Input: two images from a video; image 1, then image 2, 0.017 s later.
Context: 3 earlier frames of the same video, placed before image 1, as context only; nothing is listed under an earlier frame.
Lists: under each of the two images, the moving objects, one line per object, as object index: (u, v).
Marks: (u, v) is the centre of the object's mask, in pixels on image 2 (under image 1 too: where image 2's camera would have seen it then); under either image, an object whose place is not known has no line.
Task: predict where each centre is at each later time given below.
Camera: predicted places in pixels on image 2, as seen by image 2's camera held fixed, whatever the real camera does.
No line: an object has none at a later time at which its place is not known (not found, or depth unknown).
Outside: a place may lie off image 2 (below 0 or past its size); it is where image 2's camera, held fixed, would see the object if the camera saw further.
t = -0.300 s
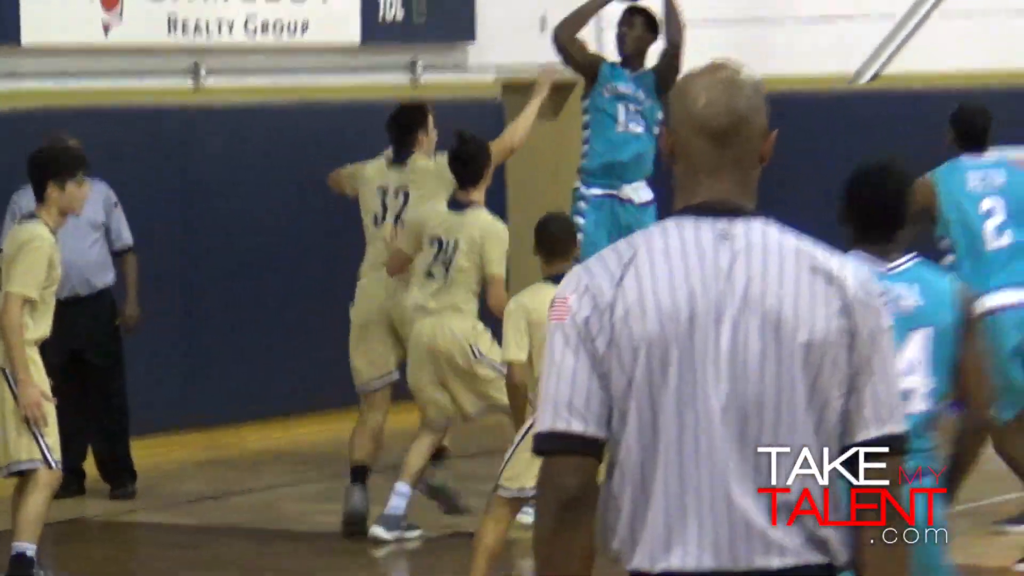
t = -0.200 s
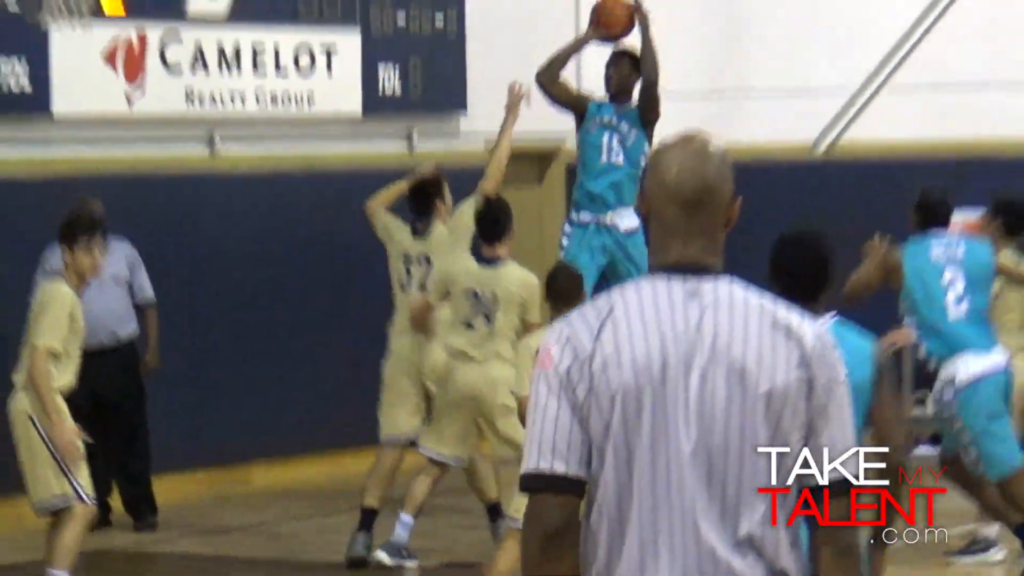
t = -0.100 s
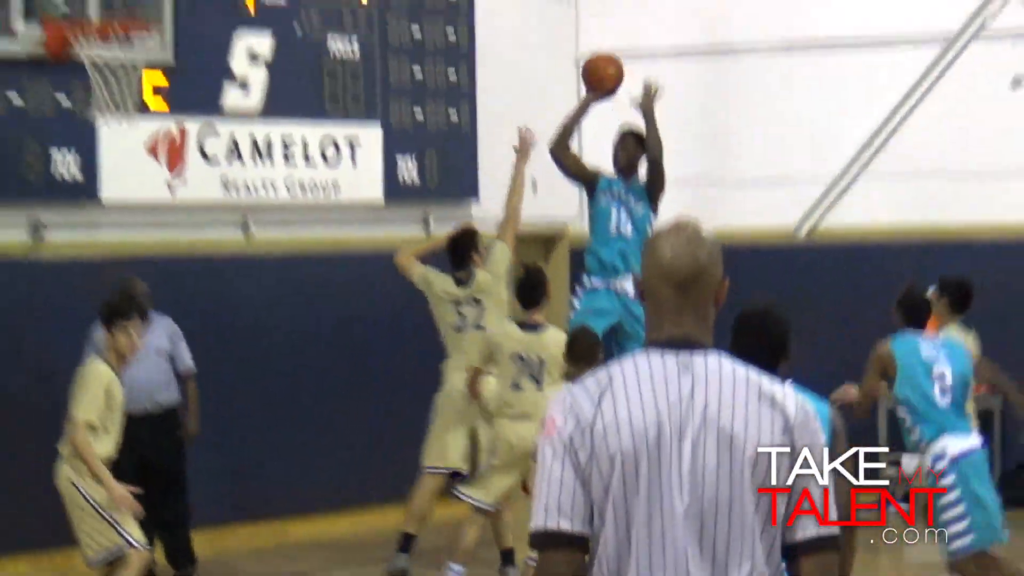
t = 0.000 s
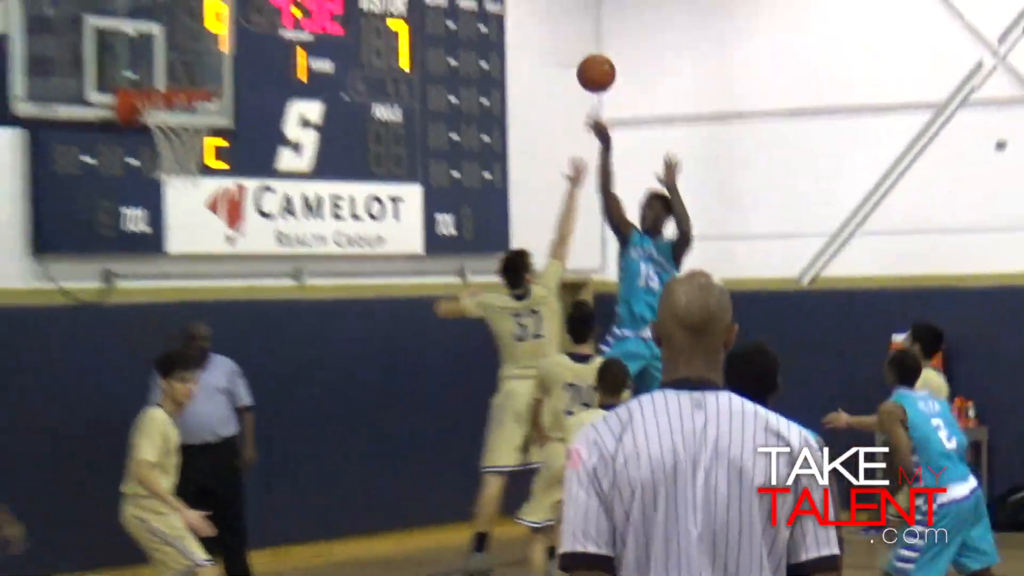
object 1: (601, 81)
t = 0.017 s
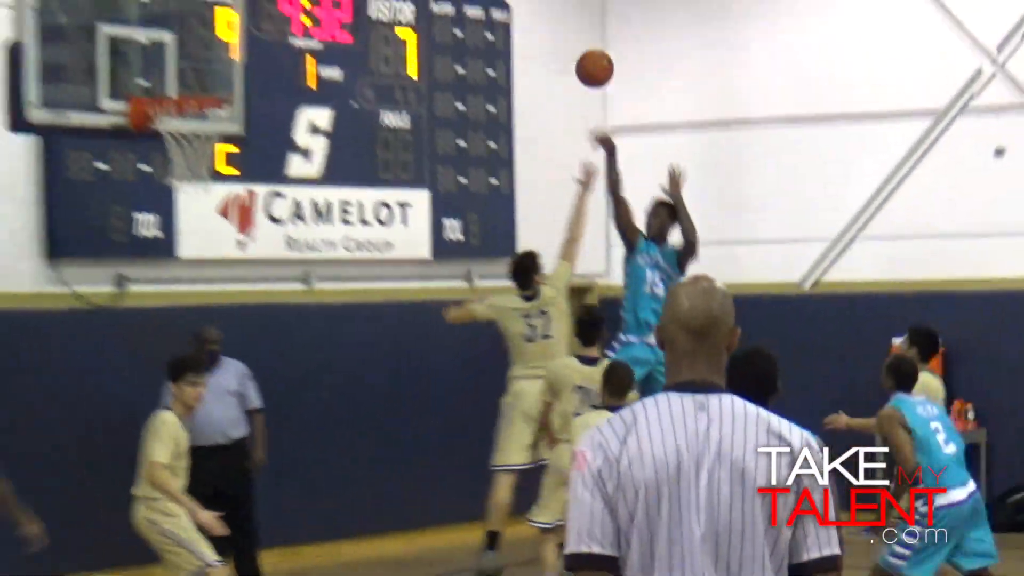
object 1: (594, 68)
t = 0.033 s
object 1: (588, 56)
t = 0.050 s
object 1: (582, 45)
